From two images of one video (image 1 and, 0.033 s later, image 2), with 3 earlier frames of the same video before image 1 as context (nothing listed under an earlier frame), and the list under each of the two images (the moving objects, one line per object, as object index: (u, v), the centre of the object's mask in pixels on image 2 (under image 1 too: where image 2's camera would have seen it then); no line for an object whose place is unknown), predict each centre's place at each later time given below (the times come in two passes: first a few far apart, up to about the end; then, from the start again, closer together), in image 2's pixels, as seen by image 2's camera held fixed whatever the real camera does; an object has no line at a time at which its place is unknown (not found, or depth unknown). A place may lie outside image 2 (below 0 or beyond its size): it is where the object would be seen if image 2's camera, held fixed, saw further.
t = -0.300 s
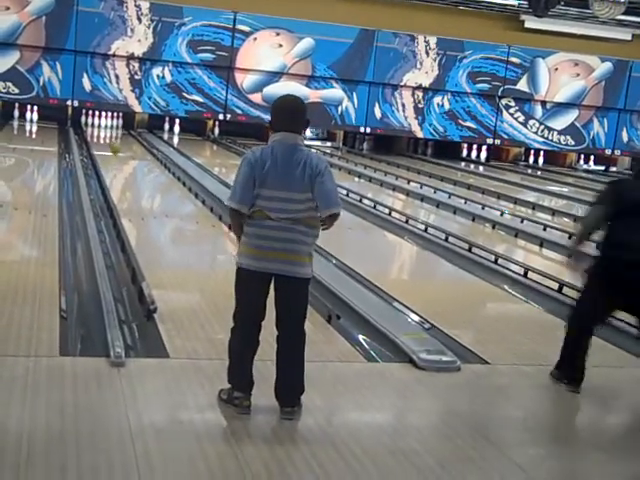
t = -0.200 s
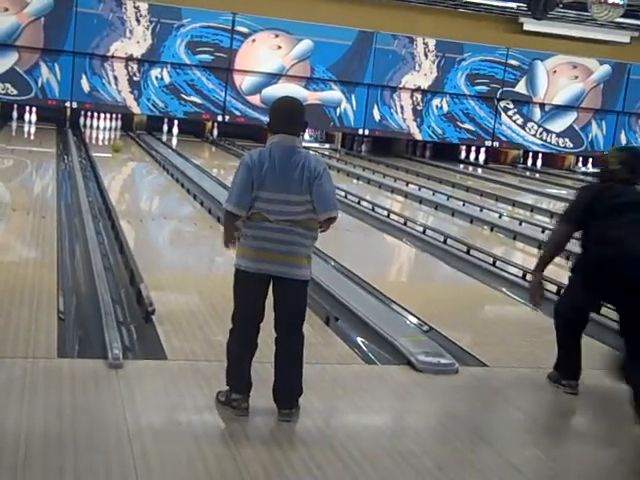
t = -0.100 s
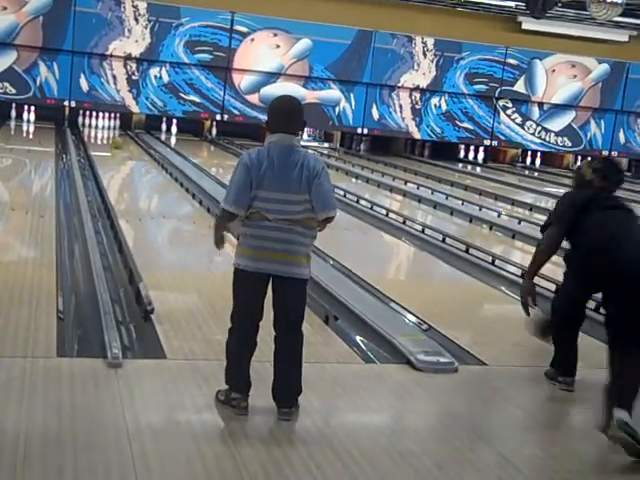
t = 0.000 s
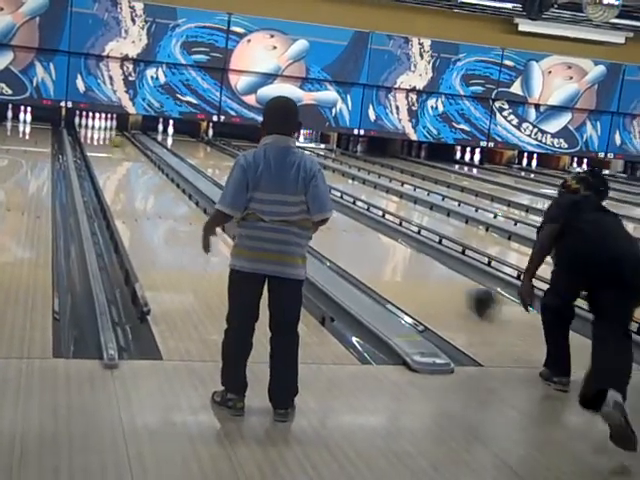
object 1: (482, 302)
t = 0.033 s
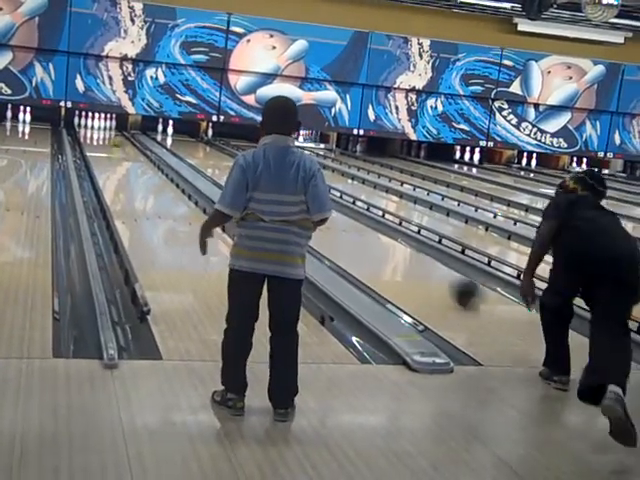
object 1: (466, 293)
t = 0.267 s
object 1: (375, 245)
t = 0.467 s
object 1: (325, 220)
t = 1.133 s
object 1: (223, 165)
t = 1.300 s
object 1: (212, 157)
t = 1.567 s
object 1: (193, 147)
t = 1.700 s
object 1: (185, 144)
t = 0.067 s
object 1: (450, 285)
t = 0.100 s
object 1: (434, 277)
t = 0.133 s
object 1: (421, 270)
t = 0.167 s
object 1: (410, 264)
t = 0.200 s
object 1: (397, 256)
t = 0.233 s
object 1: (385, 251)
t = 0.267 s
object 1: (375, 245)
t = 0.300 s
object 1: (365, 240)
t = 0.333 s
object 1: (356, 235)
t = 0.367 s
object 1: (347, 230)
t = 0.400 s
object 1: (338, 224)
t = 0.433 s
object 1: (332, 221)
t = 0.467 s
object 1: (325, 220)
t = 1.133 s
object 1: (223, 165)
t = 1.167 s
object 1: (223, 163)
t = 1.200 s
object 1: (220, 162)
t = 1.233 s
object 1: (218, 160)
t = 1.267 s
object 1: (215, 159)
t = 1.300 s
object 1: (212, 157)
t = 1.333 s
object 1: (210, 156)
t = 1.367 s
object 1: (207, 155)
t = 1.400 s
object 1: (205, 153)
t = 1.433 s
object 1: (202, 151)
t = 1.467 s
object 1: (200, 151)
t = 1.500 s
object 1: (197, 150)
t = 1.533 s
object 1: (195, 148)
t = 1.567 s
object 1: (193, 147)
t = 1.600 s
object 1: (192, 146)
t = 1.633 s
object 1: (189, 146)
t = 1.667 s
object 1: (187, 145)
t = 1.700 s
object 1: (185, 144)
